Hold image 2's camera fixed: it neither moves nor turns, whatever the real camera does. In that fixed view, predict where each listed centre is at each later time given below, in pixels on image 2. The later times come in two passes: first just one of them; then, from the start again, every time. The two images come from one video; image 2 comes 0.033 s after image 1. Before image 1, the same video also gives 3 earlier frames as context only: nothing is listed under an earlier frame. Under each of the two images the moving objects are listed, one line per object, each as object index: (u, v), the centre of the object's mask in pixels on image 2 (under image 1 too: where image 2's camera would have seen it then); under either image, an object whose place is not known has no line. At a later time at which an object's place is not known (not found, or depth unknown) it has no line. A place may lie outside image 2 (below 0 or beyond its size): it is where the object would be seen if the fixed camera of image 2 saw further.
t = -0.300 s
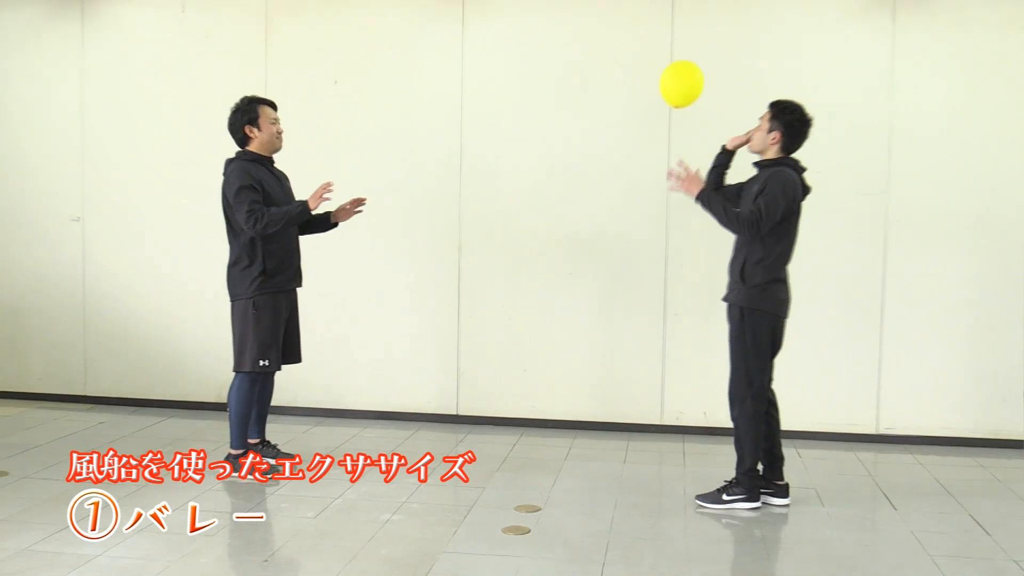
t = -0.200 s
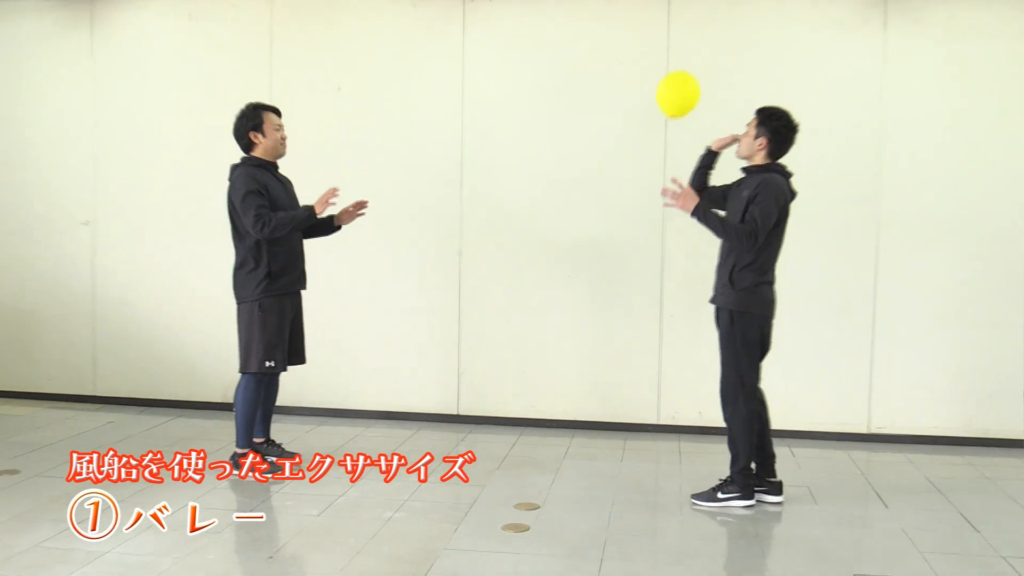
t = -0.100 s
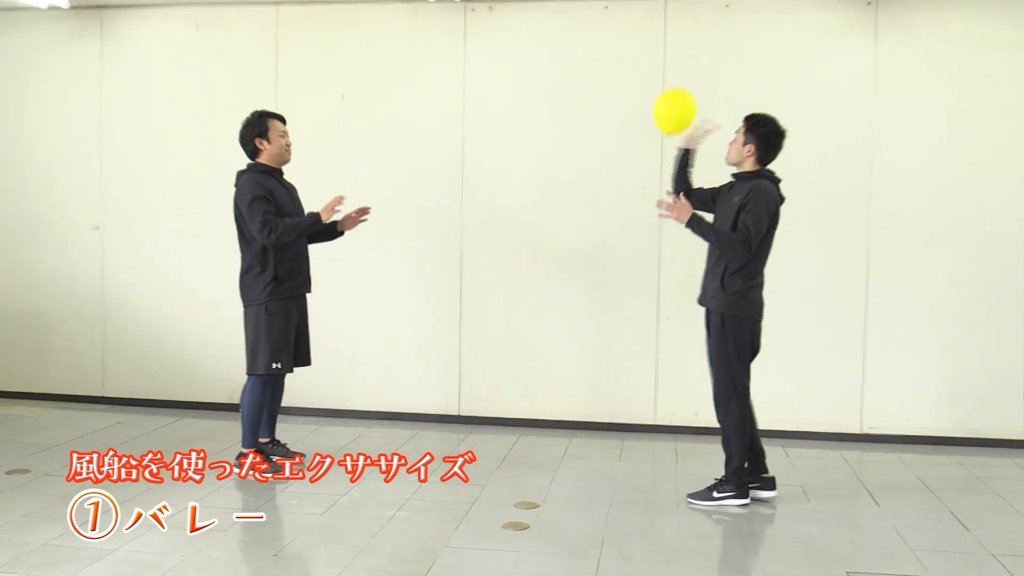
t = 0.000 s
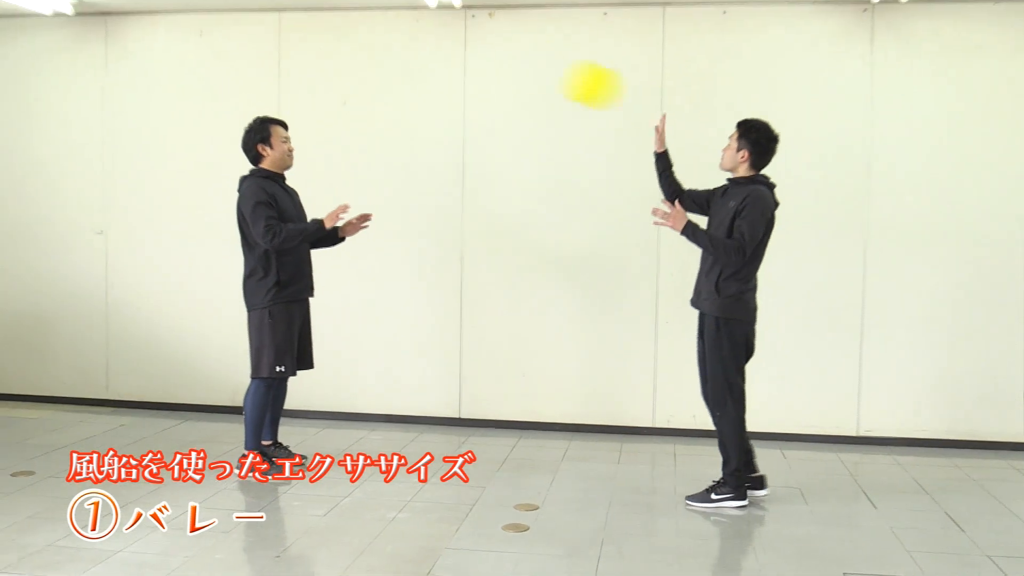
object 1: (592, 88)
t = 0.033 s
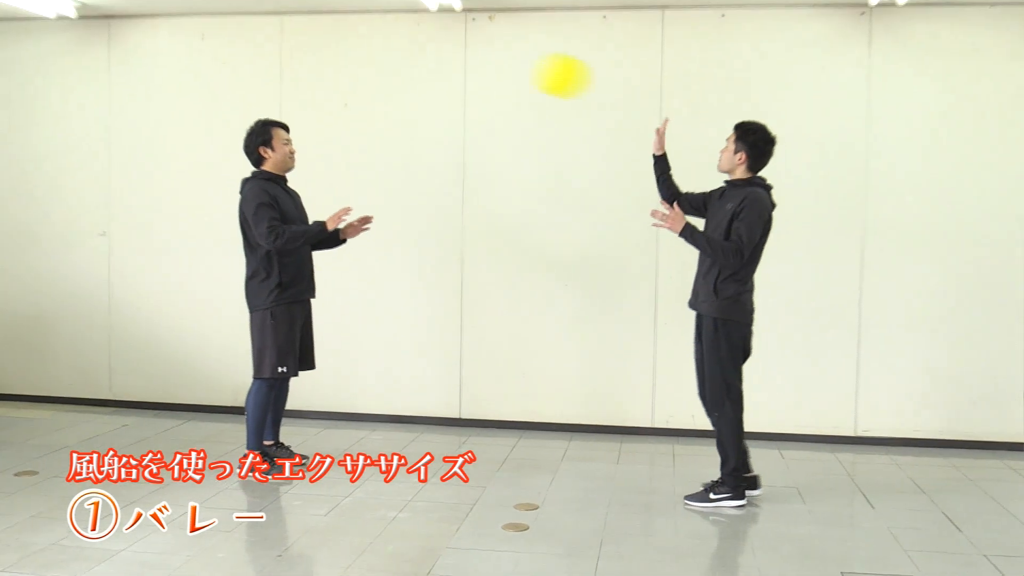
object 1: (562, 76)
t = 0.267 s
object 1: (438, 63)
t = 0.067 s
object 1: (536, 67)
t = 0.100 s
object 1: (513, 60)
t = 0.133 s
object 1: (493, 56)
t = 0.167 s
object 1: (475, 55)
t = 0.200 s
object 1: (460, 56)
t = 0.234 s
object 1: (447, 59)
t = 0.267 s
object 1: (438, 63)
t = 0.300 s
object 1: (429, 68)
